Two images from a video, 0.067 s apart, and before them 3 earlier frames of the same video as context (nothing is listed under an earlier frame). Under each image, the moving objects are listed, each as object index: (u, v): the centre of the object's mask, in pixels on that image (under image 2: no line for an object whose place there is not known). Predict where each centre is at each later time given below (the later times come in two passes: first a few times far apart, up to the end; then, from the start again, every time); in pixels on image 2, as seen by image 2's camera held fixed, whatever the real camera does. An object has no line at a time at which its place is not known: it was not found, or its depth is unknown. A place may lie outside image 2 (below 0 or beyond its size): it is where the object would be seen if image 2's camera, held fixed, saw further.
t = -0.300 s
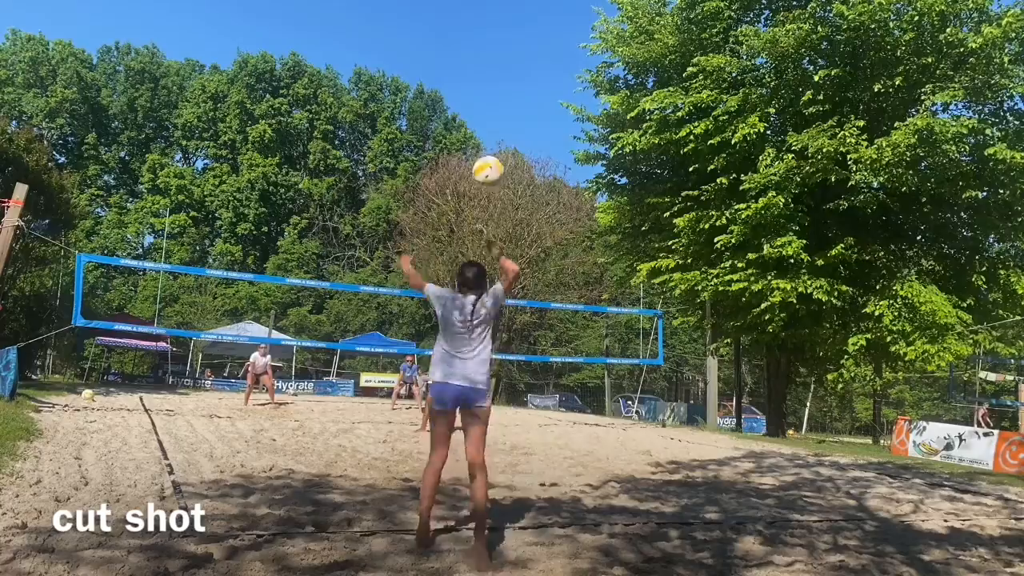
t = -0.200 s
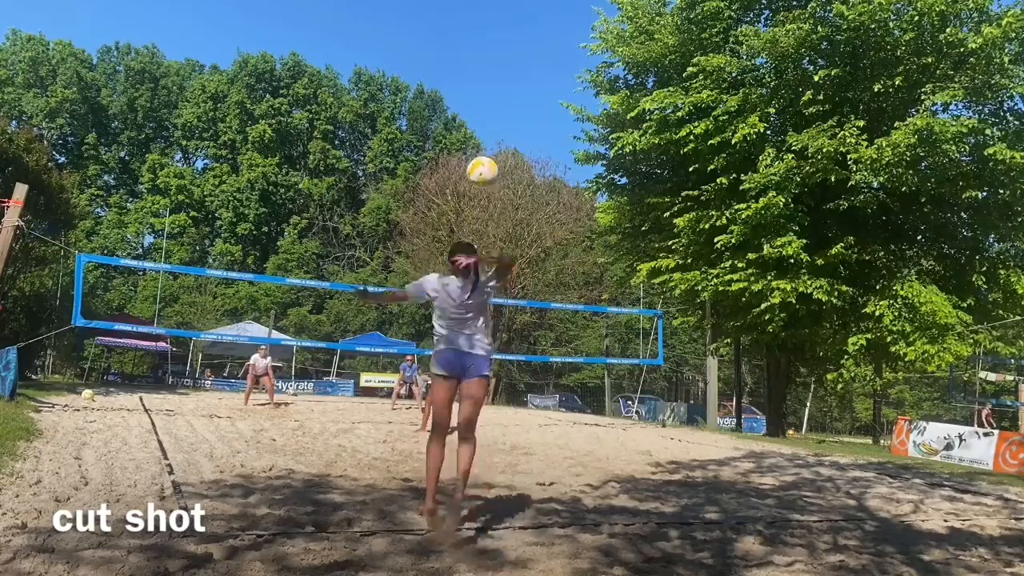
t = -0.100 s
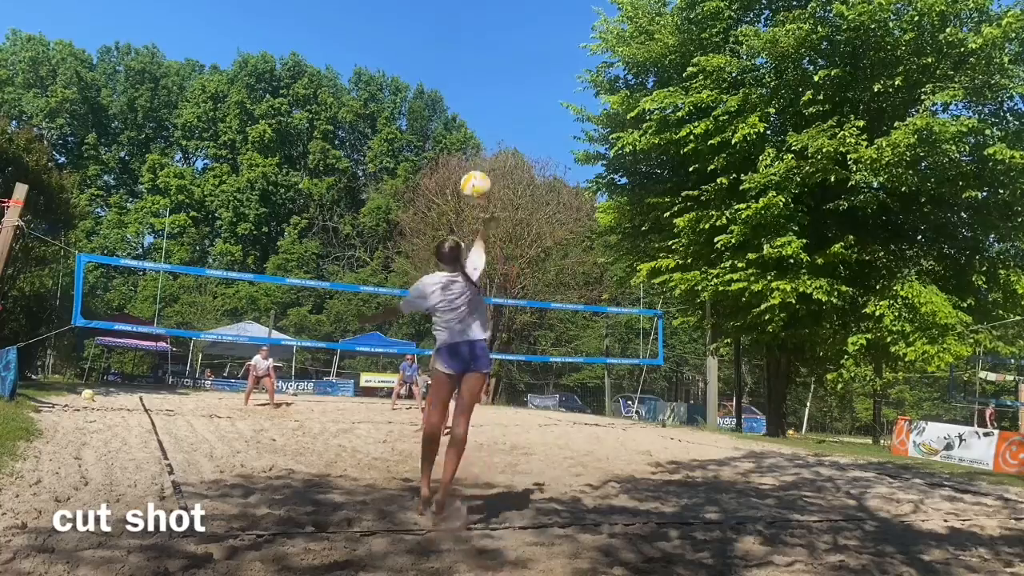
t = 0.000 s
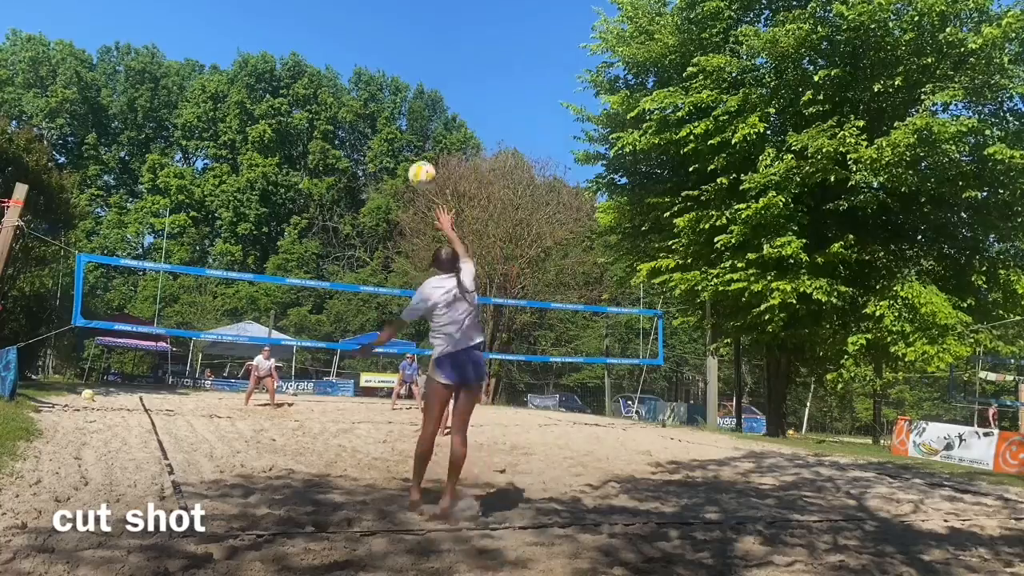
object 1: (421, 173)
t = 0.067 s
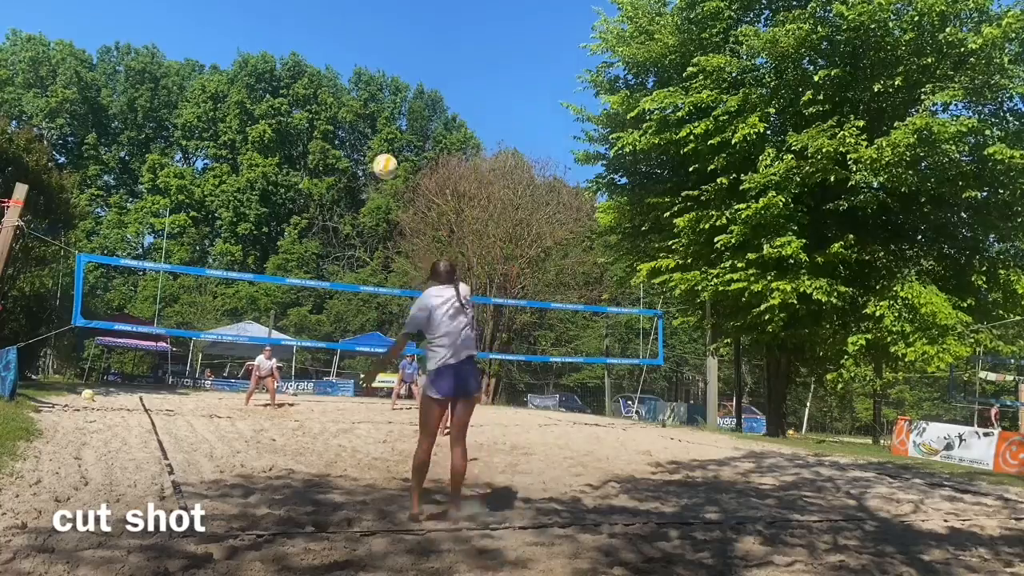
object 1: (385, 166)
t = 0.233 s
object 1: (320, 168)
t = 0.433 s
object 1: (267, 197)
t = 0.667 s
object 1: (224, 250)
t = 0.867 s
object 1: (198, 306)
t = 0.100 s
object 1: (369, 164)
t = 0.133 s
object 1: (355, 164)
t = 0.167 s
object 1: (342, 164)
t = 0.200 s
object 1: (330, 166)
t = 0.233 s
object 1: (320, 168)
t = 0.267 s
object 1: (310, 171)
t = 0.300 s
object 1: (300, 174)
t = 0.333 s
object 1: (291, 180)
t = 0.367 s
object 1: (283, 185)
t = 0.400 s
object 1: (274, 191)
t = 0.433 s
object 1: (267, 197)
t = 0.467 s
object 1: (260, 204)
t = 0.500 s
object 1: (253, 210)
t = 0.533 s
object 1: (247, 218)
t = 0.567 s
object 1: (240, 225)
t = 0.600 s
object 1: (235, 234)
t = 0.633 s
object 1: (229, 241)
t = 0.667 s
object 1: (224, 250)
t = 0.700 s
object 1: (219, 259)
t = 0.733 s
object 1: (214, 266)
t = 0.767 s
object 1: (210, 279)
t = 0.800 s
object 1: (206, 287)
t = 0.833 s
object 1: (201, 296)
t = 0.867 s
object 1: (198, 306)
